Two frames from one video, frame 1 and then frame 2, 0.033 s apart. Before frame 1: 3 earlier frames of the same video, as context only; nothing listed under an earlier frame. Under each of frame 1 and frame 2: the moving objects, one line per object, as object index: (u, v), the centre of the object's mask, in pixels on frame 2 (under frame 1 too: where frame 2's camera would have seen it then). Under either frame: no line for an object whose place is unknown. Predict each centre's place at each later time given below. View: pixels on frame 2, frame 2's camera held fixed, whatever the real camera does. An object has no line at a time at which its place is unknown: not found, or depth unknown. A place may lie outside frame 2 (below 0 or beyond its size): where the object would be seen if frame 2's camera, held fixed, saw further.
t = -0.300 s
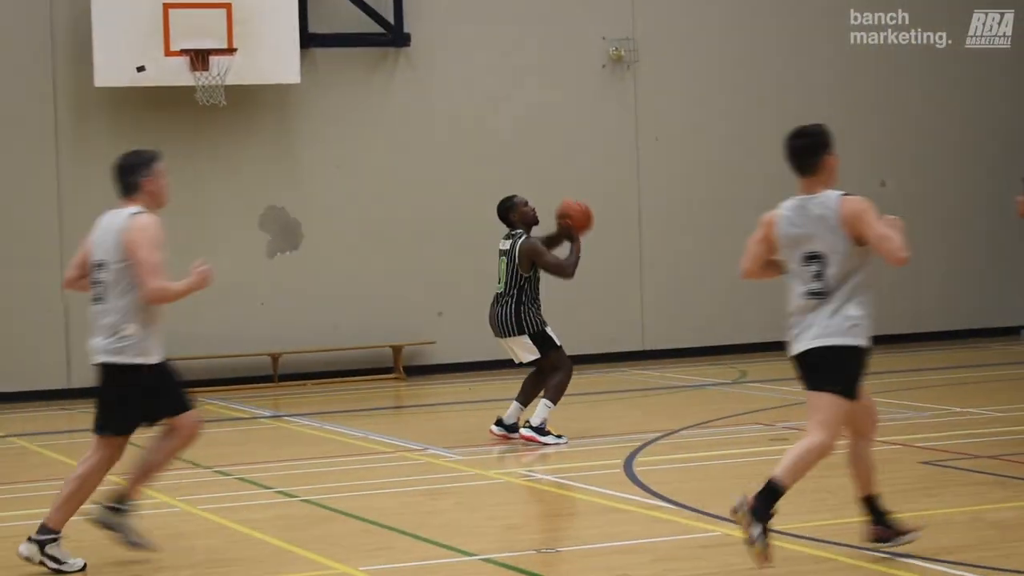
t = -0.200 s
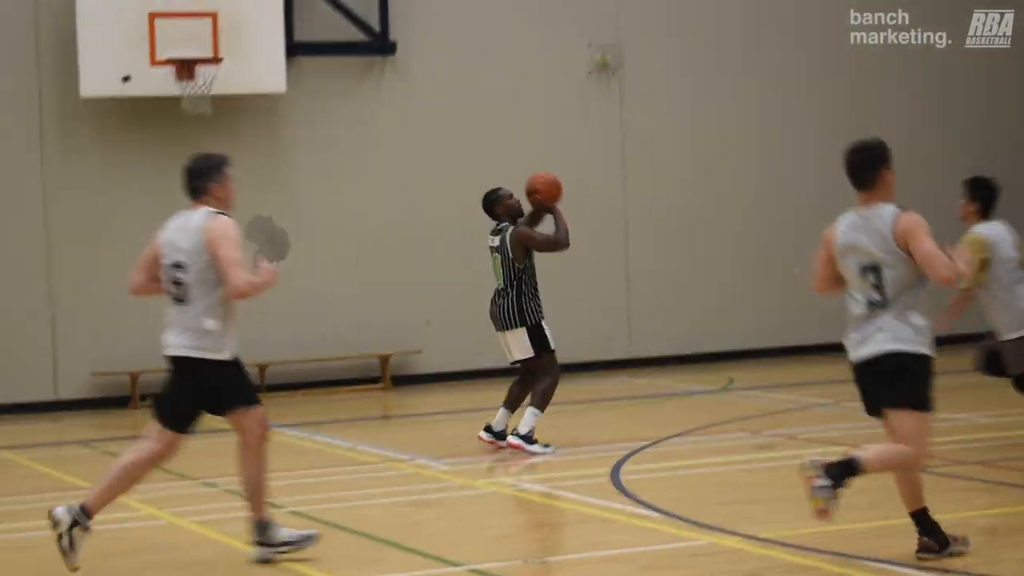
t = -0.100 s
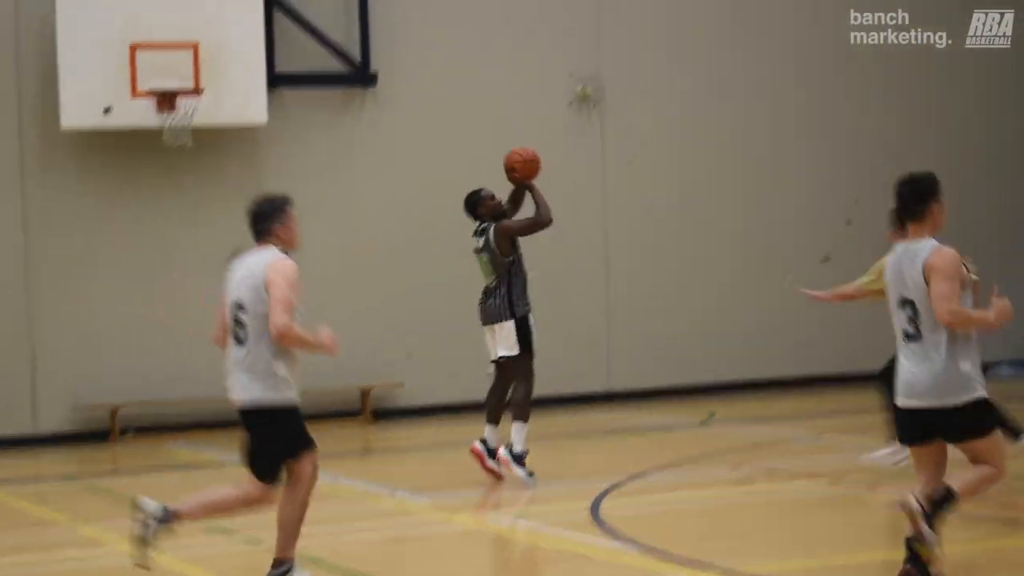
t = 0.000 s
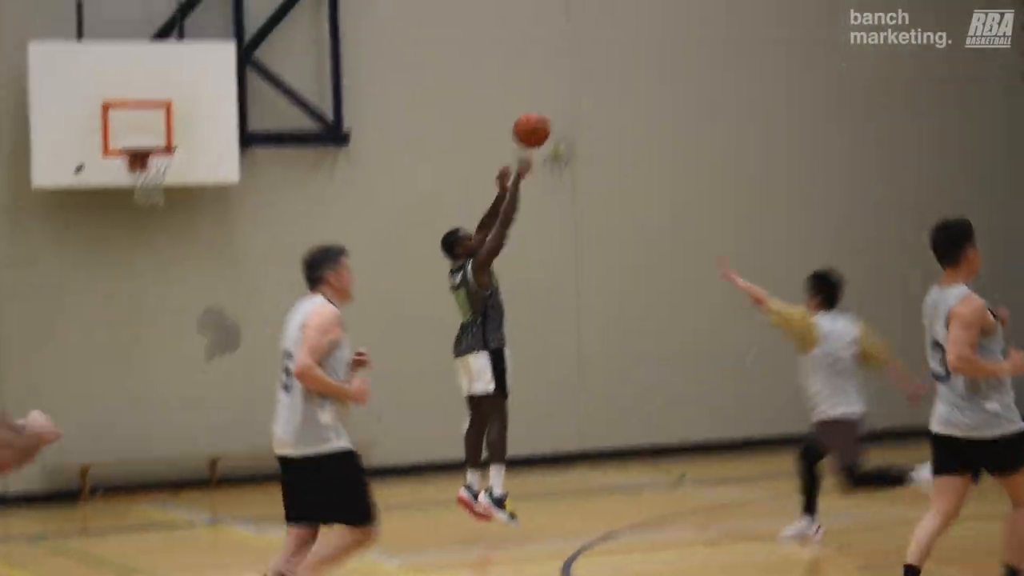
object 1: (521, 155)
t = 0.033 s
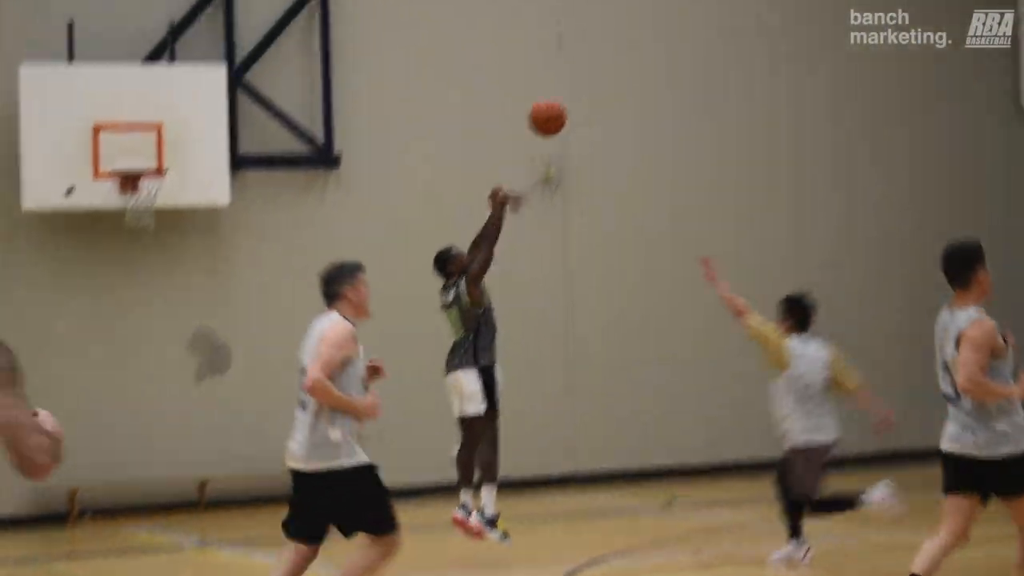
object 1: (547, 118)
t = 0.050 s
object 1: (559, 100)
